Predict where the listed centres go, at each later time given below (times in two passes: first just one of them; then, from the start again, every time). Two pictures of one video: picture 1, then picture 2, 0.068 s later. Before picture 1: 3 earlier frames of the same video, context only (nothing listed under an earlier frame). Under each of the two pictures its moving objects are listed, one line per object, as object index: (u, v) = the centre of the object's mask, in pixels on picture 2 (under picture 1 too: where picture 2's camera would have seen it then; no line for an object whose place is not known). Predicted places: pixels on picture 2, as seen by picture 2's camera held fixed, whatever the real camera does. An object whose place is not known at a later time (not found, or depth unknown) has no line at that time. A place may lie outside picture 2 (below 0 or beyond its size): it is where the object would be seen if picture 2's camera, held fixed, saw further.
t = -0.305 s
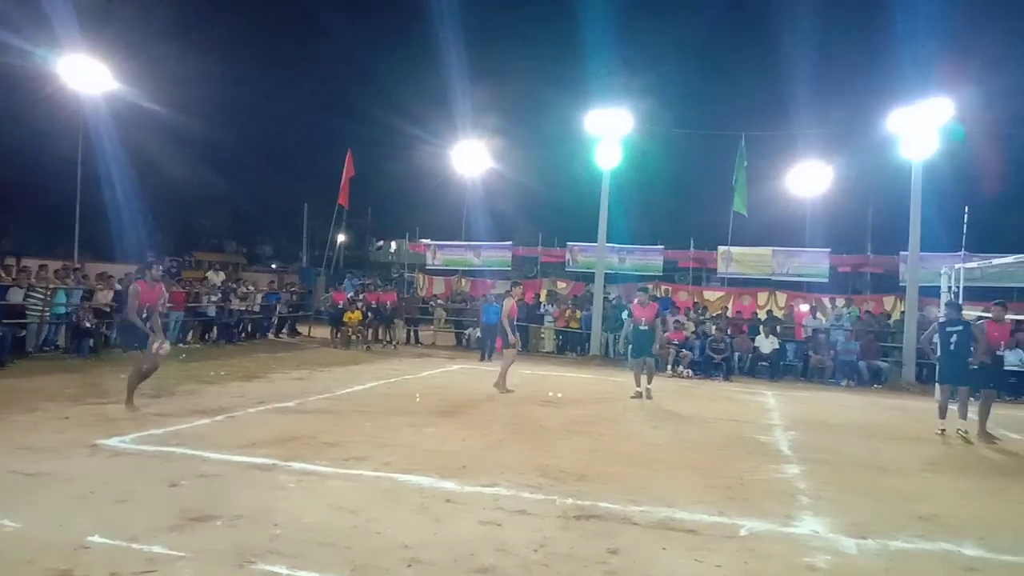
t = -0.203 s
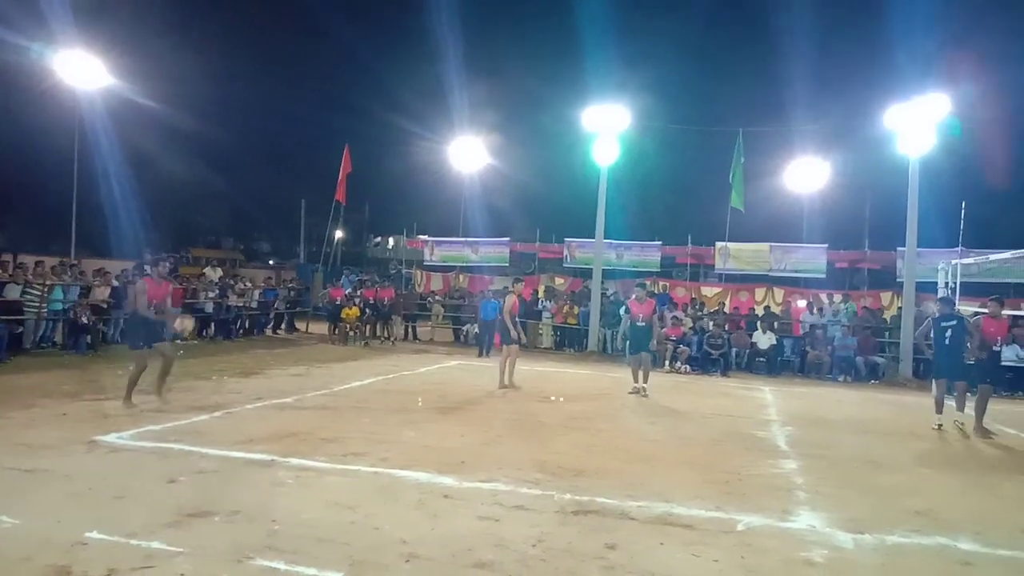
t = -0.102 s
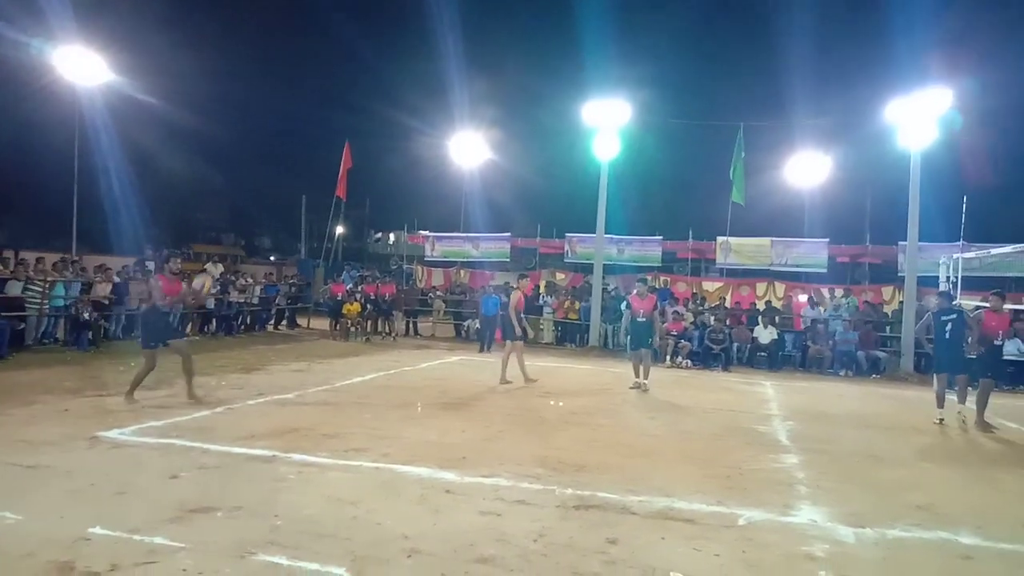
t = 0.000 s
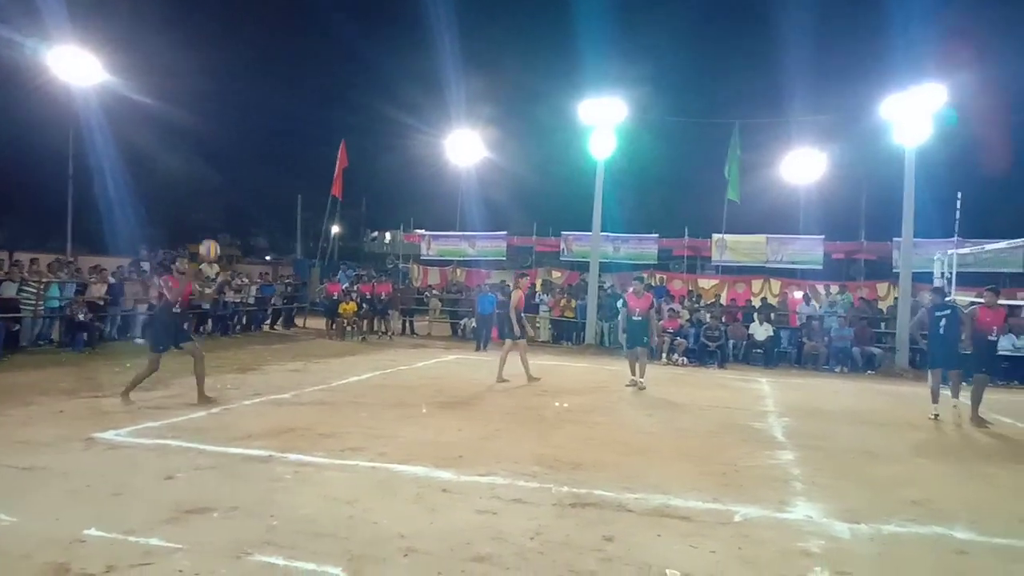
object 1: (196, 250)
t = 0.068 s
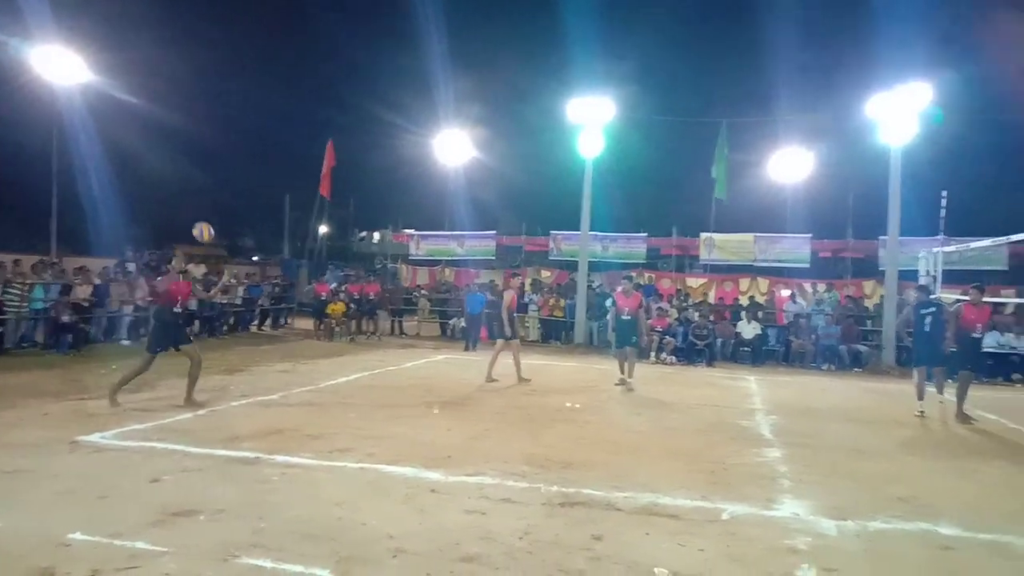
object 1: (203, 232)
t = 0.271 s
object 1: (224, 200)
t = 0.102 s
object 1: (206, 224)
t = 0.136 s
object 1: (210, 218)
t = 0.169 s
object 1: (214, 212)
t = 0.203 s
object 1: (217, 207)
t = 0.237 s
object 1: (220, 203)
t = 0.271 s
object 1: (224, 200)
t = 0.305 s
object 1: (227, 198)
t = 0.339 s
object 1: (230, 197)
